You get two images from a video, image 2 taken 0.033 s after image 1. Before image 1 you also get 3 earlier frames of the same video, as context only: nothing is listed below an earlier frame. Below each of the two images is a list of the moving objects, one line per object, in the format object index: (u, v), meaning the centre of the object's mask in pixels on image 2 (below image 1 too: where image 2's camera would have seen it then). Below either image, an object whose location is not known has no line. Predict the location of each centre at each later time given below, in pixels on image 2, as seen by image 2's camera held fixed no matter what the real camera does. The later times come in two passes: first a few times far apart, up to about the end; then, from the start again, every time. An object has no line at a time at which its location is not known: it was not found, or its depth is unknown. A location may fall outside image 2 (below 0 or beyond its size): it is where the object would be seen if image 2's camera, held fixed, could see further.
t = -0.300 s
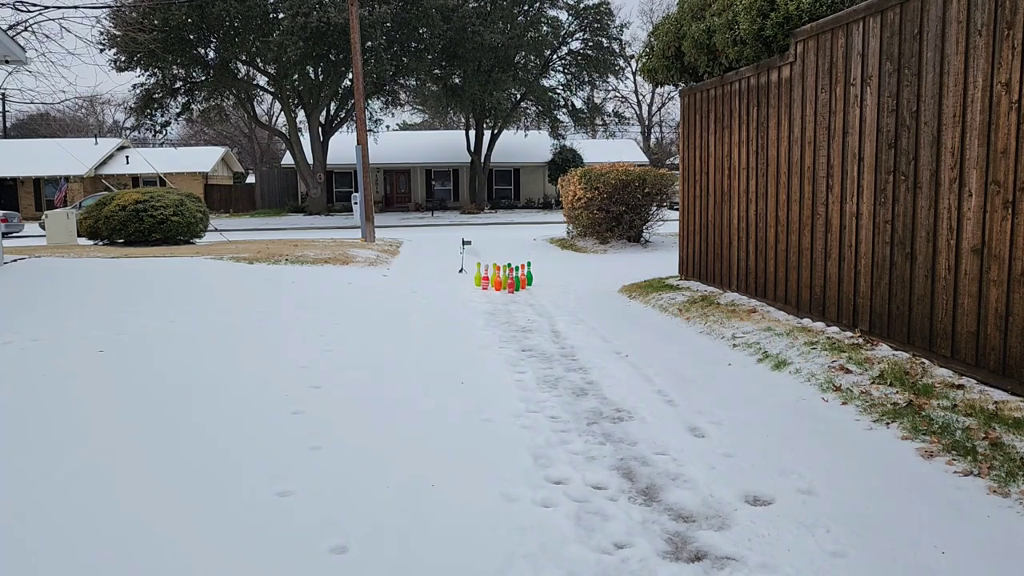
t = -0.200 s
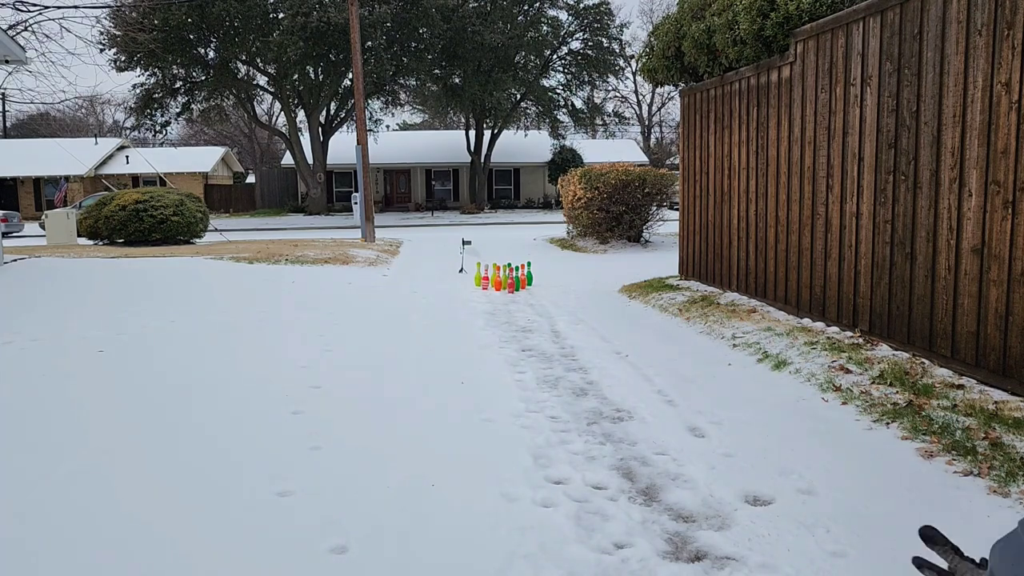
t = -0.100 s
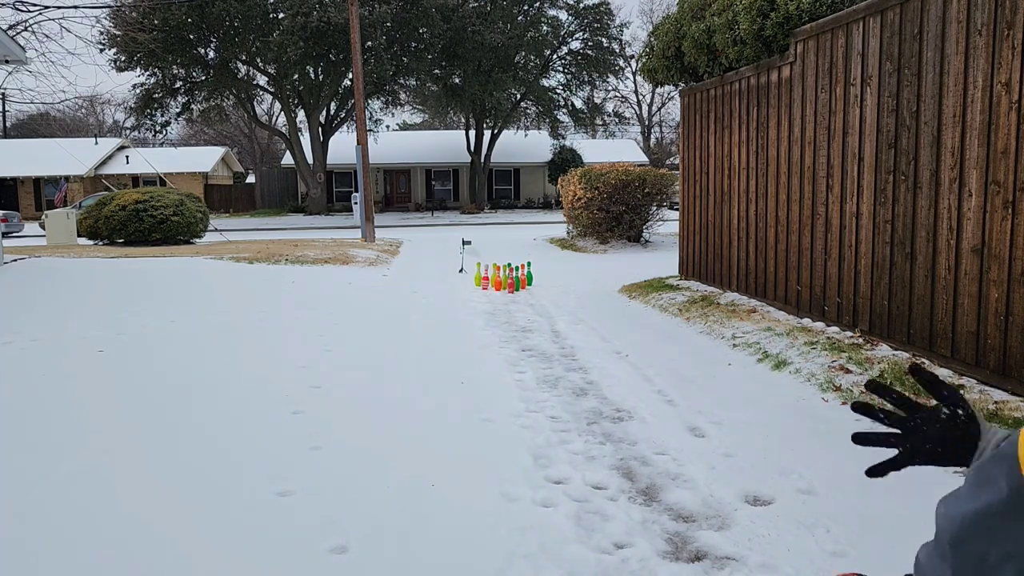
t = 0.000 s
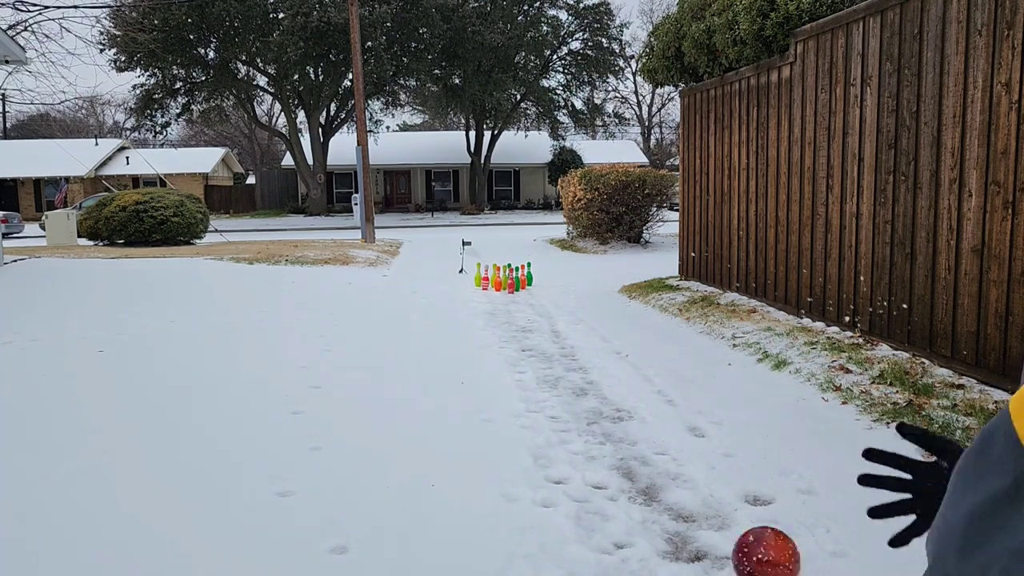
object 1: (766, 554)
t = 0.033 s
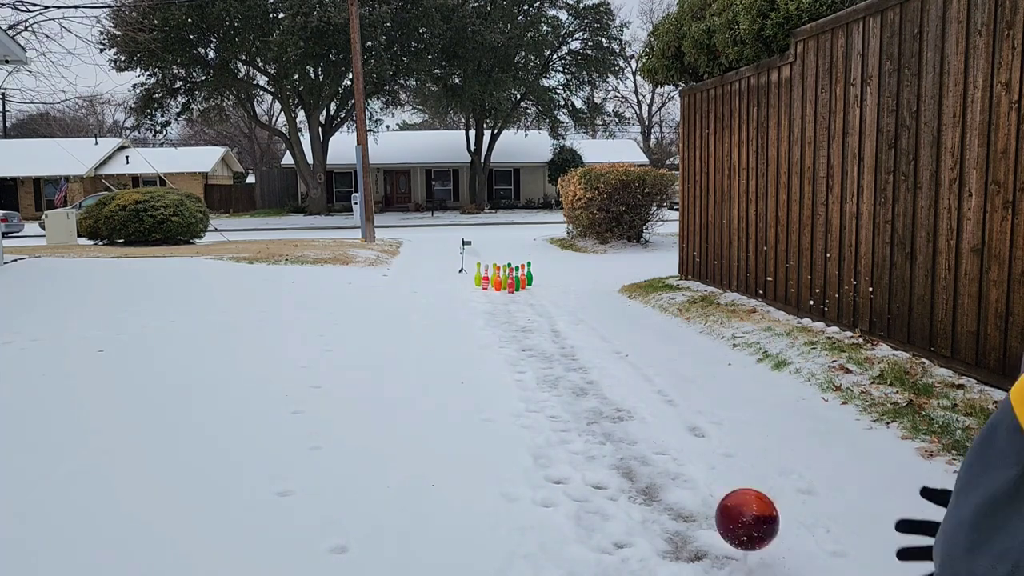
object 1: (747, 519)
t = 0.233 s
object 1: (667, 397)
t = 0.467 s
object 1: (616, 390)
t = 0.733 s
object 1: (580, 351)
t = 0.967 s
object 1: (558, 330)
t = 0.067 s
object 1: (730, 486)
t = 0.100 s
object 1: (715, 460)
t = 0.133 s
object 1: (701, 438)
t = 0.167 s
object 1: (689, 421)
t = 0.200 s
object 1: (678, 407)
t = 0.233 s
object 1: (667, 397)
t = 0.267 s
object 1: (658, 391)
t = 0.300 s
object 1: (650, 387)
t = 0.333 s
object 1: (642, 385)
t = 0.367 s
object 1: (634, 385)
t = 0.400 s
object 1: (628, 387)
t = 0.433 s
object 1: (622, 390)
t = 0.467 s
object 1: (616, 390)
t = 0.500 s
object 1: (611, 381)
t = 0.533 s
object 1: (606, 375)
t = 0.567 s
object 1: (601, 370)
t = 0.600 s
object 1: (597, 367)
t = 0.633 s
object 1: (592, 363)
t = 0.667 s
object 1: (588, 357)
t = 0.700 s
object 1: (584, 353)
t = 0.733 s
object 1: (580, 351)
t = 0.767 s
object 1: (576, 347)
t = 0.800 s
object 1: (573, 345)
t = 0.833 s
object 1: (569, 341)
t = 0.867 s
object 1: (566, 337)
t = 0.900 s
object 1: (563, 335)
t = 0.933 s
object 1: (560, 333)
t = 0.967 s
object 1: (558, 330)
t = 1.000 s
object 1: (555, 328)
